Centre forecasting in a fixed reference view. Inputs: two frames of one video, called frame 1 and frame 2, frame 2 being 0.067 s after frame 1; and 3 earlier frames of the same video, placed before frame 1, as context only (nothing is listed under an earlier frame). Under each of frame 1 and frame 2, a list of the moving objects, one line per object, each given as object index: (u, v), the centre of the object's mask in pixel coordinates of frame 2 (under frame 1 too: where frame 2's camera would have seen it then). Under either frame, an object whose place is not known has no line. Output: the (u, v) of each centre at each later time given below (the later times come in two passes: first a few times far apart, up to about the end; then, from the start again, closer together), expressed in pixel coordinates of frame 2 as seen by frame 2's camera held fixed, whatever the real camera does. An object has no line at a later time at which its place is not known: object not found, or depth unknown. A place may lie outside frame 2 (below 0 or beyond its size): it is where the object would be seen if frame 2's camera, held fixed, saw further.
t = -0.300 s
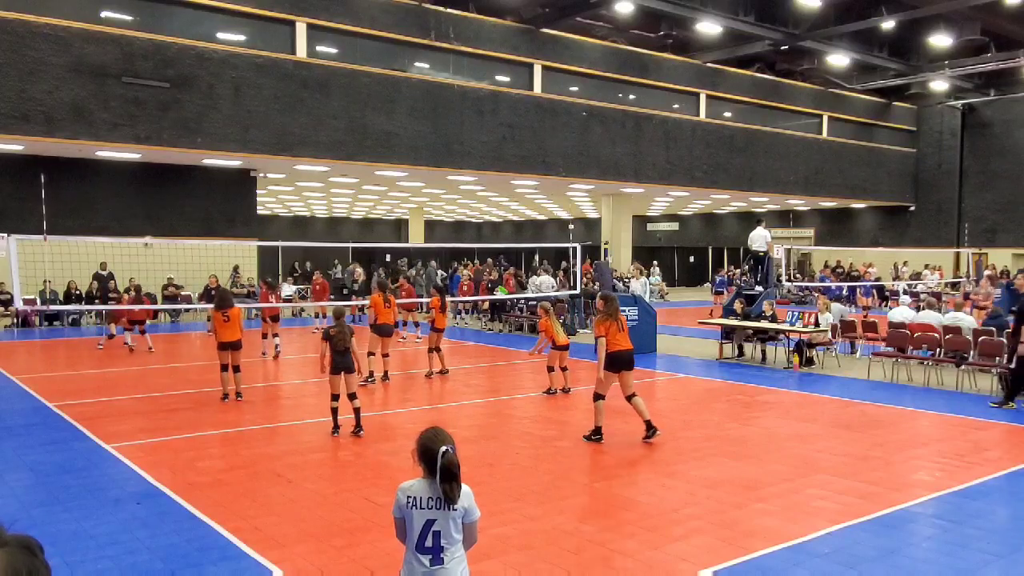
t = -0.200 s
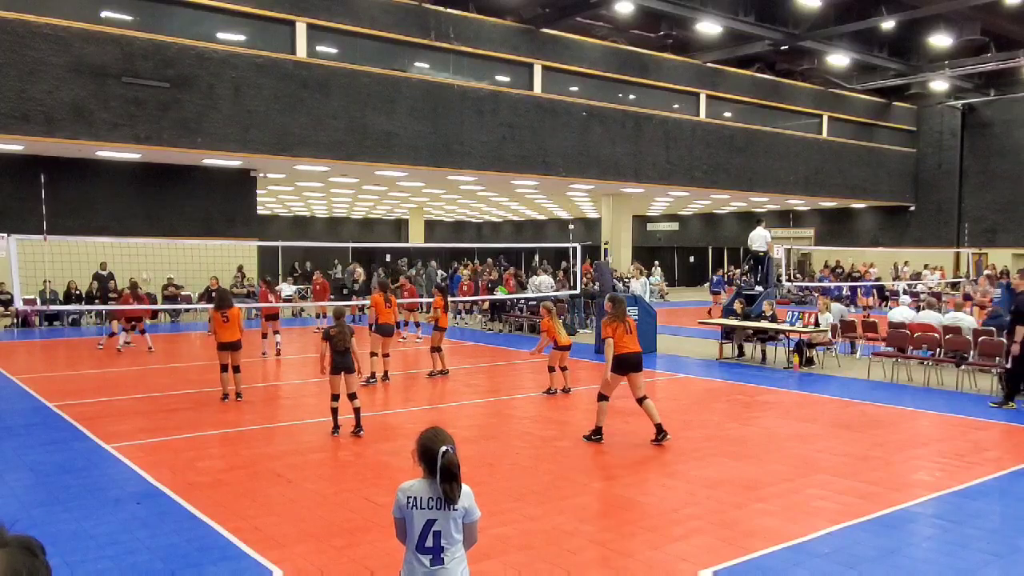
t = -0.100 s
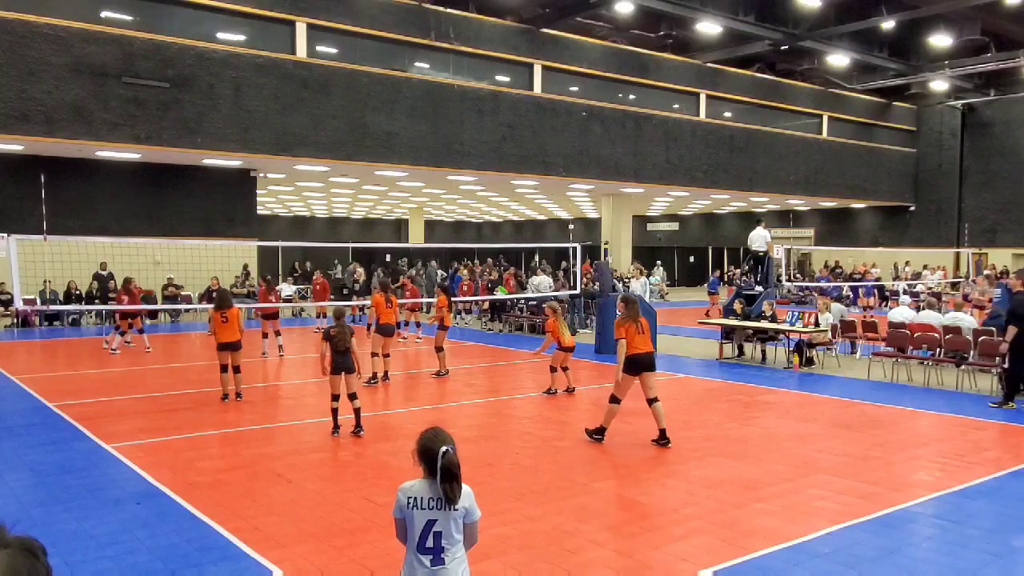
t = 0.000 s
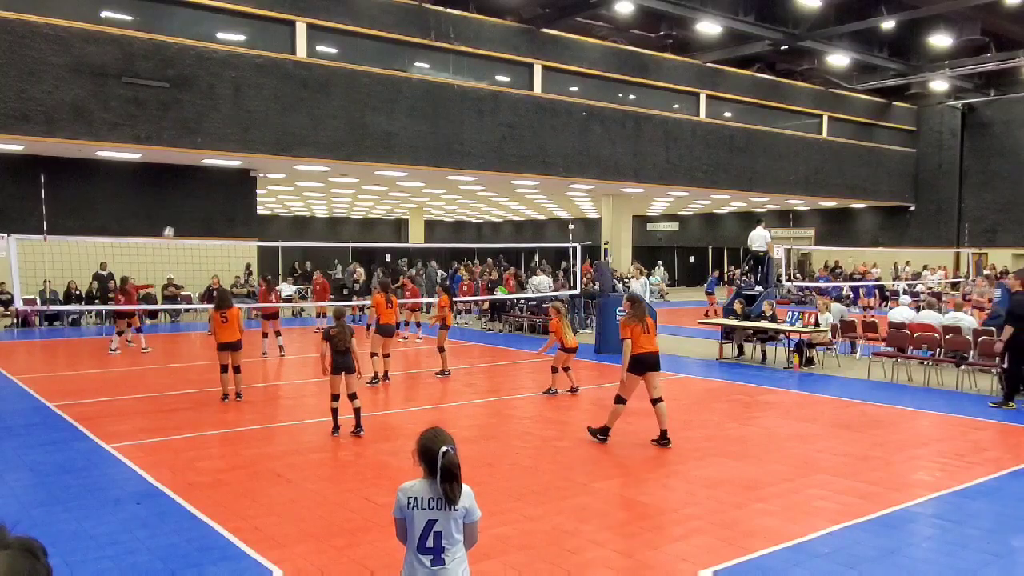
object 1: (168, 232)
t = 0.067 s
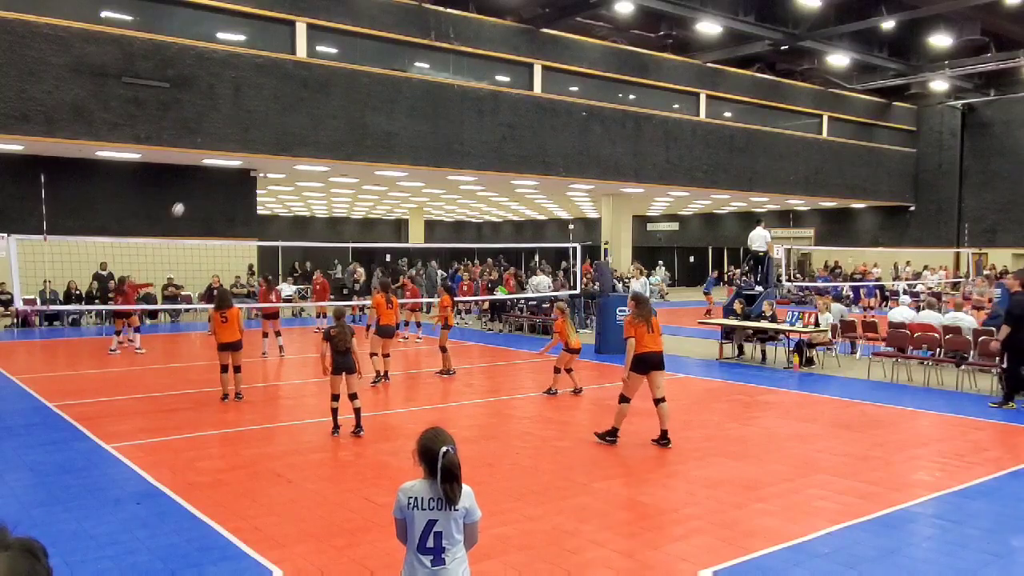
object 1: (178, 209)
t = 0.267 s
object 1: (208, 150)
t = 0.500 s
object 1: (242, 115)
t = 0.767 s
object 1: (281, 104)
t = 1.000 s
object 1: (313, 122)
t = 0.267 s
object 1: (208, 150)
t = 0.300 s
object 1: (212, 145)
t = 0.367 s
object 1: (222, 133)
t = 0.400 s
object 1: (227, 127)
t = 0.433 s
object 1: (232, 123)
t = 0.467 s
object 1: (237, 118)
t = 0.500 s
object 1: (242, 115)
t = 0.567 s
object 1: (252, 109)
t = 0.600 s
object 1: (256, 106)
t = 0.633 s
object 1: (261, 105)
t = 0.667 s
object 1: (266, 104)
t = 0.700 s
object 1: (271, 103)
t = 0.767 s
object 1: (281, 104)
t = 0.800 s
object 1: (285, 105)
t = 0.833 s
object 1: (290, 107)
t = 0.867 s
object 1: (295, 109)
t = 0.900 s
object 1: (299, 111)
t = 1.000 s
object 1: (313, 122)
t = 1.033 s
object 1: (318, 127)
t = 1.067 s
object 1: (322, 132)
